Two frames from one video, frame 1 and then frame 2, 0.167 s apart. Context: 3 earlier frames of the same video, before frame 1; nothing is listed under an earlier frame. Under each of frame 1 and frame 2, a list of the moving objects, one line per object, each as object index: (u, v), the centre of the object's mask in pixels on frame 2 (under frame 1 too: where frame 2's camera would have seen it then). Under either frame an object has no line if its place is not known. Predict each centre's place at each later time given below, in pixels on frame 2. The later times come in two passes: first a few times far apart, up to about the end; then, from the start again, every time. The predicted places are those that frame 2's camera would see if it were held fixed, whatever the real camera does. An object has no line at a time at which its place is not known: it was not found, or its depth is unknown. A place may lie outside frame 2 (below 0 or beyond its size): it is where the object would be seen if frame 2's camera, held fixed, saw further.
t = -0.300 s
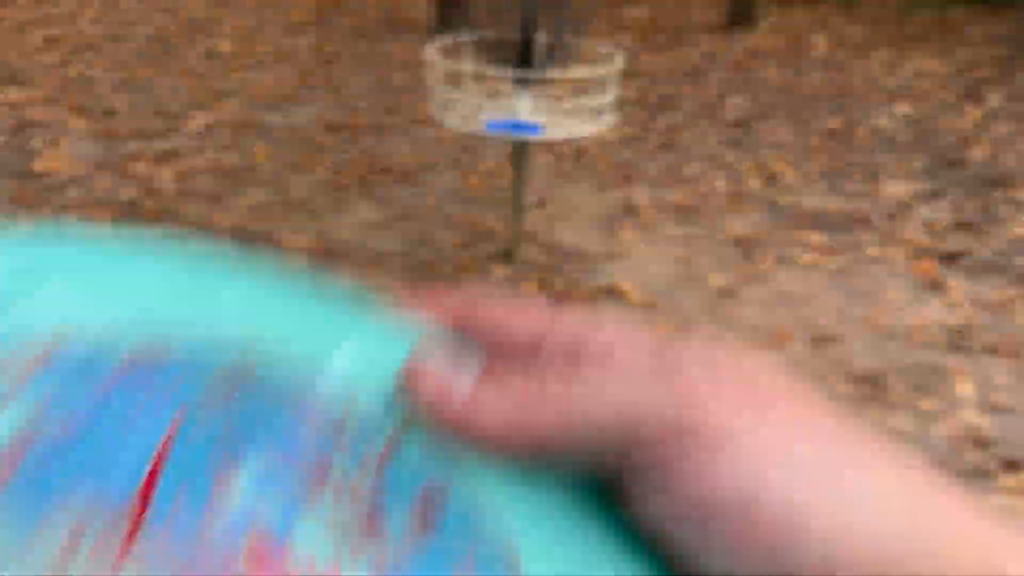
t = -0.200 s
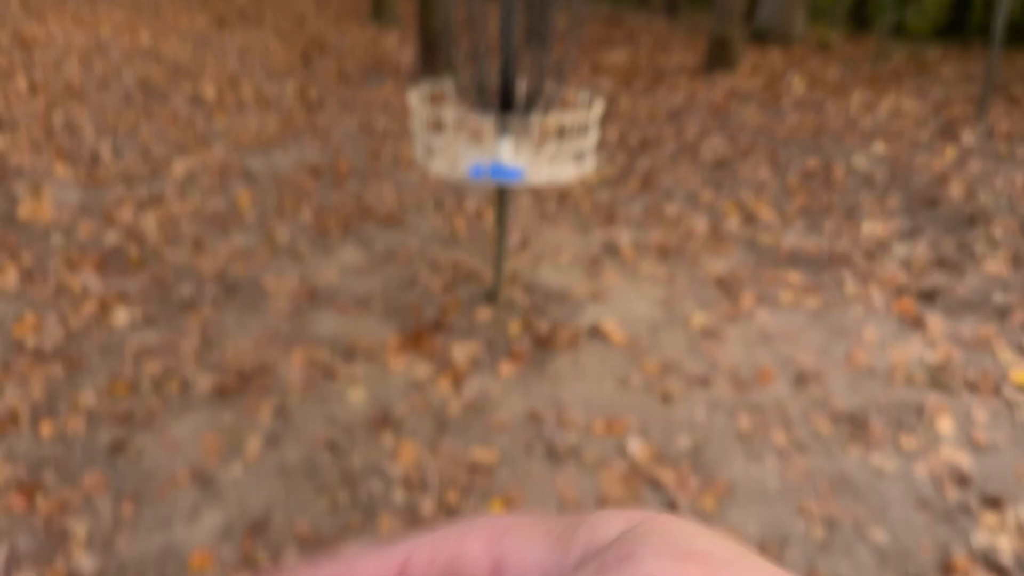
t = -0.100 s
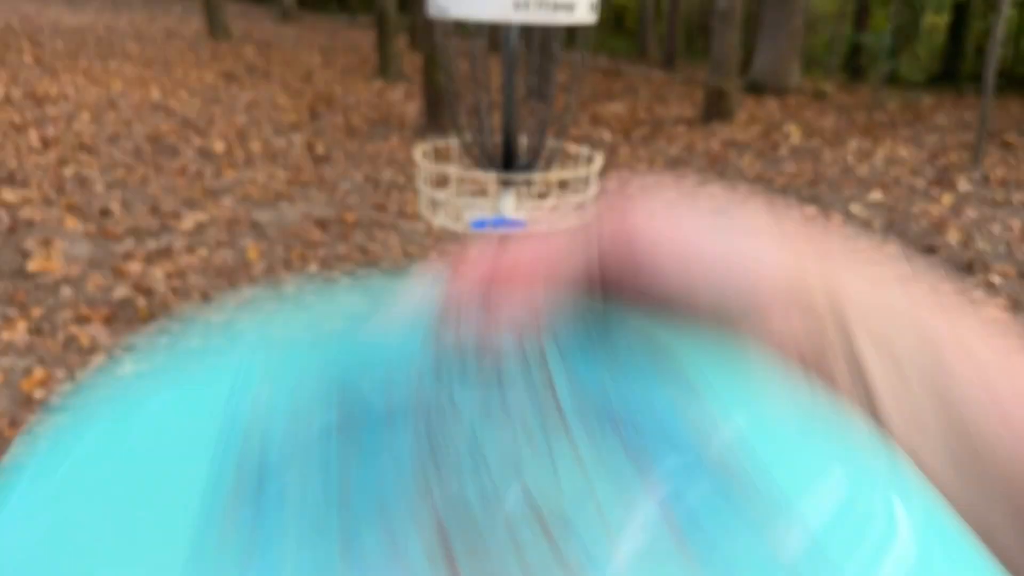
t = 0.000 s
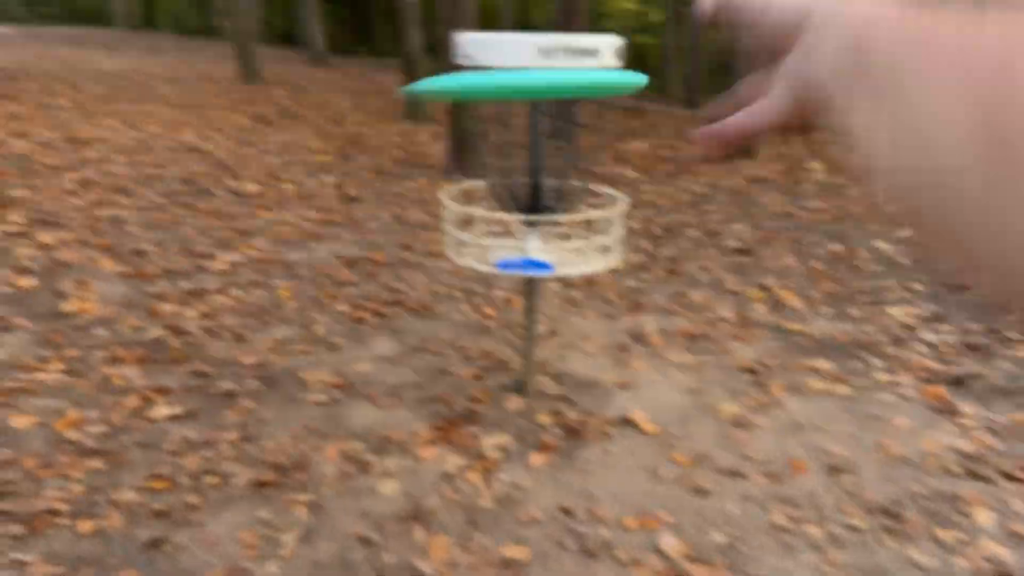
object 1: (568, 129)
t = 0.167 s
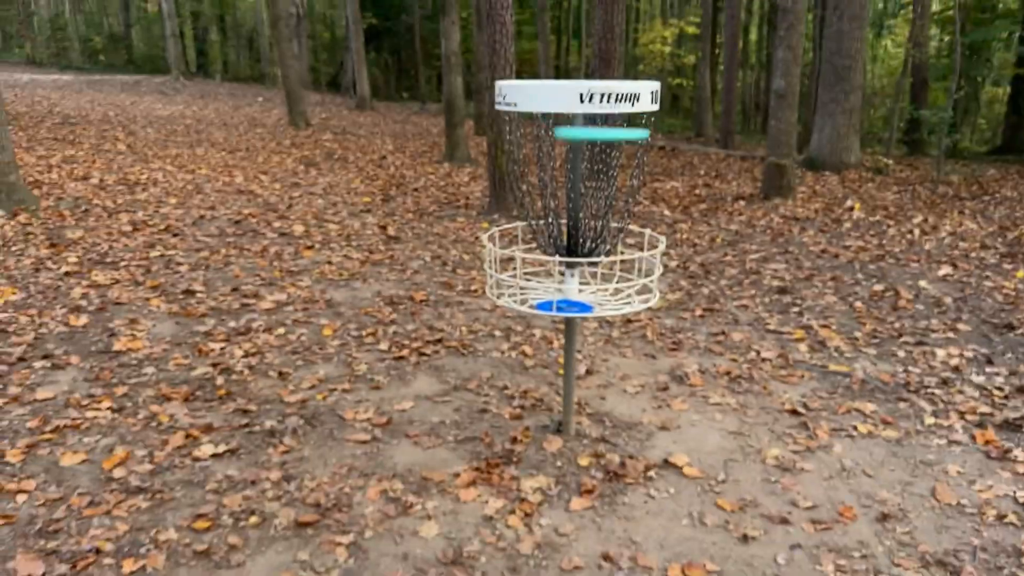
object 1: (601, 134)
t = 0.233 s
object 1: (605, 157)
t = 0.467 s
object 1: (614, 209)
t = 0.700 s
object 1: (624, 269)
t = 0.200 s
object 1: (603, 145)
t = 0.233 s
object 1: (605, 157)
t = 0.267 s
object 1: (604, 171)
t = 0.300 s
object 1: (606, 184)
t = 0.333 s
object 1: (608, 191)
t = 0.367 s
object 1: (610, 193)
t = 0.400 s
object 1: (613, 197)
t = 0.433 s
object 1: (614, 202)
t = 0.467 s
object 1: (614, 209)
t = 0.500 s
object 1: (614, 217)
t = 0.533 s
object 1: (614, 226)
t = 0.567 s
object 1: (616, 238)
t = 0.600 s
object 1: (618, 252)
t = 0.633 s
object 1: (620, 266)
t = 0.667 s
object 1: (622, 271)
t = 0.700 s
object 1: (624, 269)
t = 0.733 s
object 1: (626, 269)
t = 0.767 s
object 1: (623, 267)
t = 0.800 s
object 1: (620, 268)
